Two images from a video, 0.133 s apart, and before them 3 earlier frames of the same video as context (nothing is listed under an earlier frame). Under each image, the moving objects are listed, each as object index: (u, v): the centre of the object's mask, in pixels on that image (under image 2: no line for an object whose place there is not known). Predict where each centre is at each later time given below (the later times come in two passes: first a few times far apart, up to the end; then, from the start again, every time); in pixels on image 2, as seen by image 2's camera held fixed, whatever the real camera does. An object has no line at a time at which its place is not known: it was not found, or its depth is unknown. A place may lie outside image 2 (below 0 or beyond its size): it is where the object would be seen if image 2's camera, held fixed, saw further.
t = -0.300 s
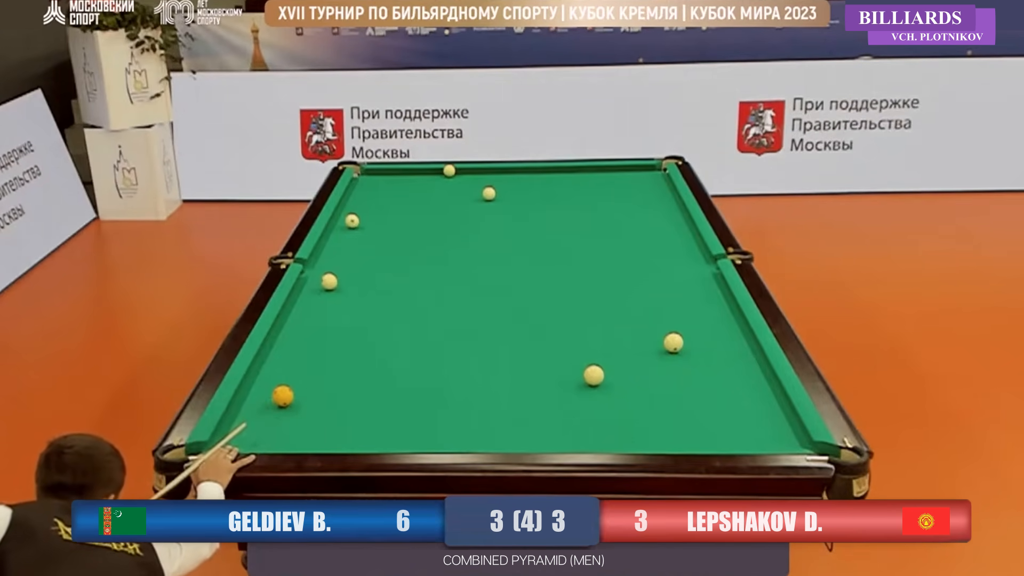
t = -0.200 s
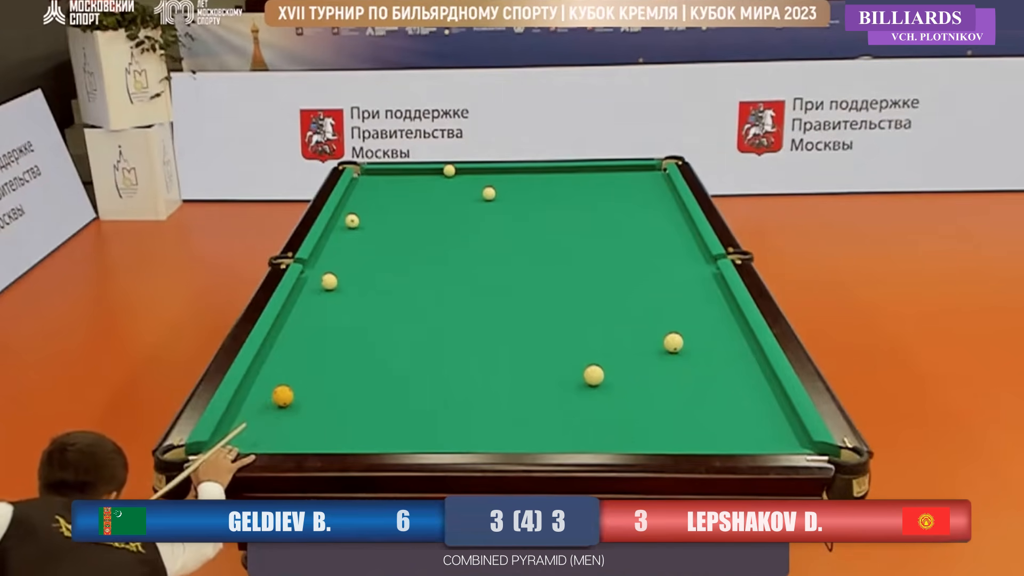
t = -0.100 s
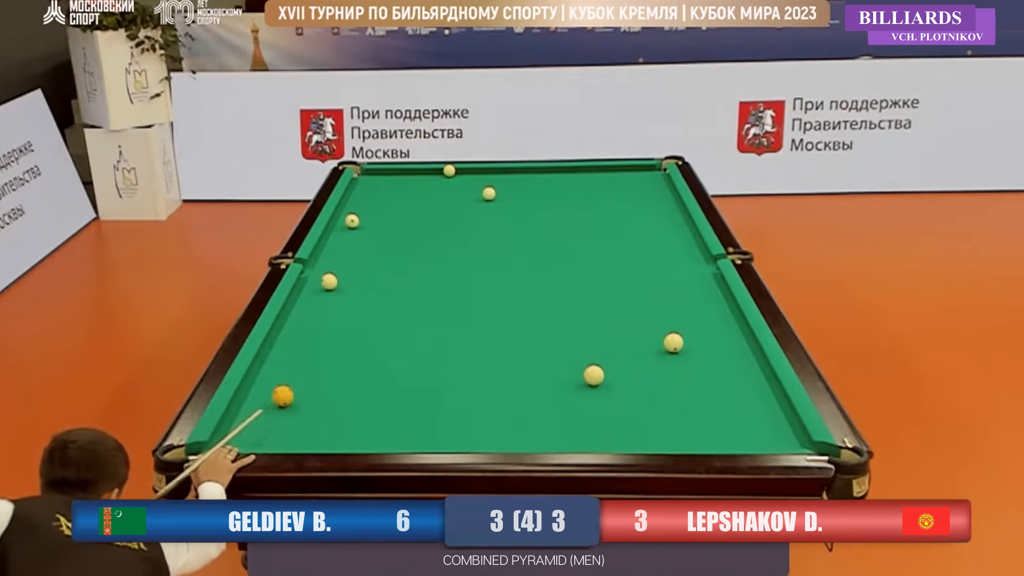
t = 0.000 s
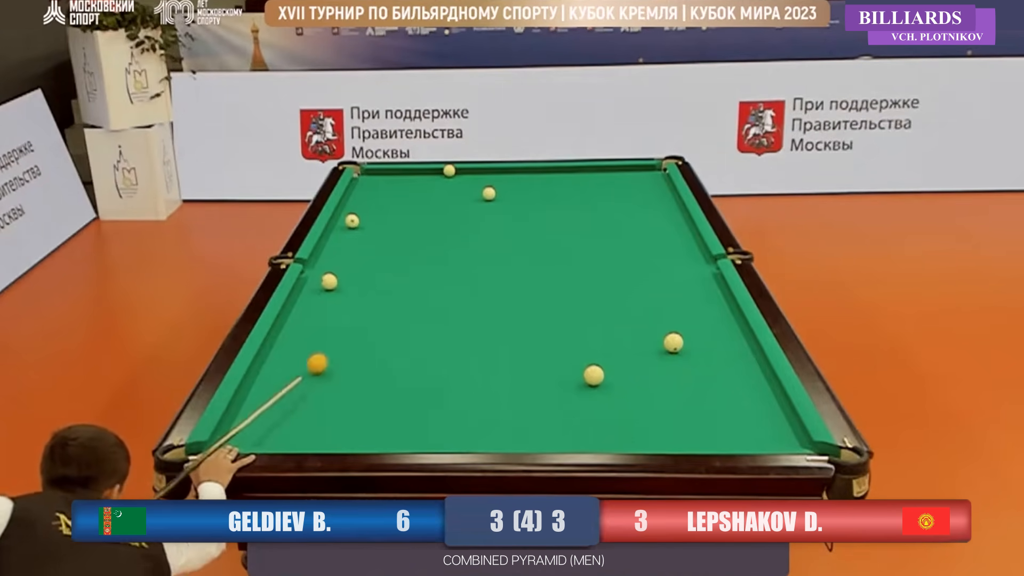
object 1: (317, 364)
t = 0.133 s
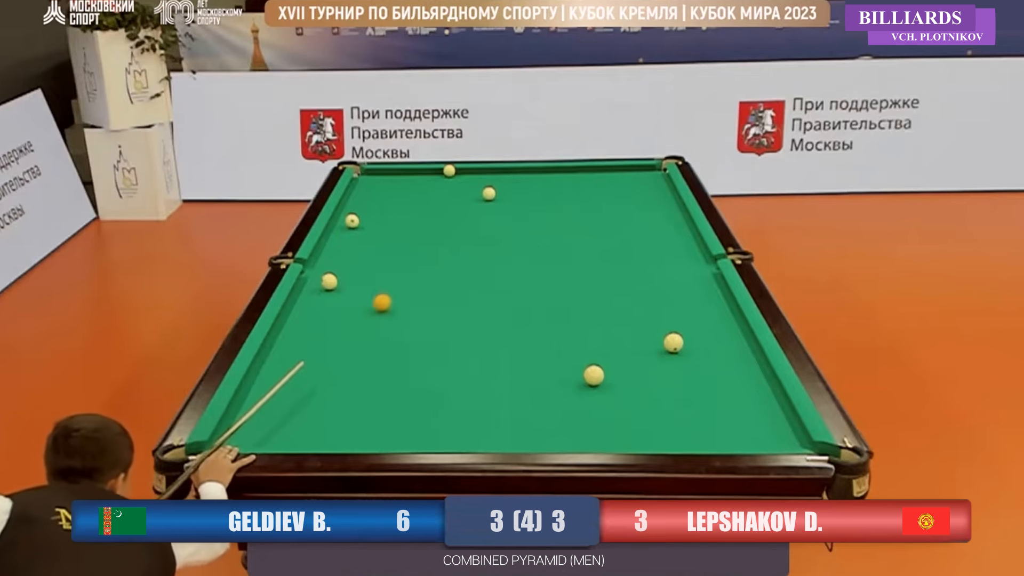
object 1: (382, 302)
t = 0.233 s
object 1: (419, 267)
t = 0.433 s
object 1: (468, 219)
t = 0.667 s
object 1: (544, 190)
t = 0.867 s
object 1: (606, 179)
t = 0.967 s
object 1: (637, 171)
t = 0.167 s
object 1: (395, 290)
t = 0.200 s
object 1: (407, 278)
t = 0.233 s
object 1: (419, 267)
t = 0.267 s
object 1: (424, 262)
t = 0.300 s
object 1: (435, 252)
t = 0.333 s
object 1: (445, 242)
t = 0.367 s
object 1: (455, 232)
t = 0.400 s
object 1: (464, 223)
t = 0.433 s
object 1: (468, 219)
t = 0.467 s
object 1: (477, 211)
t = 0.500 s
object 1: (488, 200)
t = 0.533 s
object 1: (500, 196)
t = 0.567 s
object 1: (506, 195)
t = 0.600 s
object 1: (519, 193)
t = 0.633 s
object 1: (531, 192)
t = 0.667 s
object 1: (544, 190)
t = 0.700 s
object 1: (556, 188)
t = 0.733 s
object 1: (562, 187)
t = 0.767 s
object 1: (574, 185)
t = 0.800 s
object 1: (584, 183)
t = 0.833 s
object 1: (595, 181)
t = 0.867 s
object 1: (606, 179)
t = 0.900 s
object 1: (612, 177)
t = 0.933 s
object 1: (627, 174)
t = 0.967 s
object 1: (637, 171)
